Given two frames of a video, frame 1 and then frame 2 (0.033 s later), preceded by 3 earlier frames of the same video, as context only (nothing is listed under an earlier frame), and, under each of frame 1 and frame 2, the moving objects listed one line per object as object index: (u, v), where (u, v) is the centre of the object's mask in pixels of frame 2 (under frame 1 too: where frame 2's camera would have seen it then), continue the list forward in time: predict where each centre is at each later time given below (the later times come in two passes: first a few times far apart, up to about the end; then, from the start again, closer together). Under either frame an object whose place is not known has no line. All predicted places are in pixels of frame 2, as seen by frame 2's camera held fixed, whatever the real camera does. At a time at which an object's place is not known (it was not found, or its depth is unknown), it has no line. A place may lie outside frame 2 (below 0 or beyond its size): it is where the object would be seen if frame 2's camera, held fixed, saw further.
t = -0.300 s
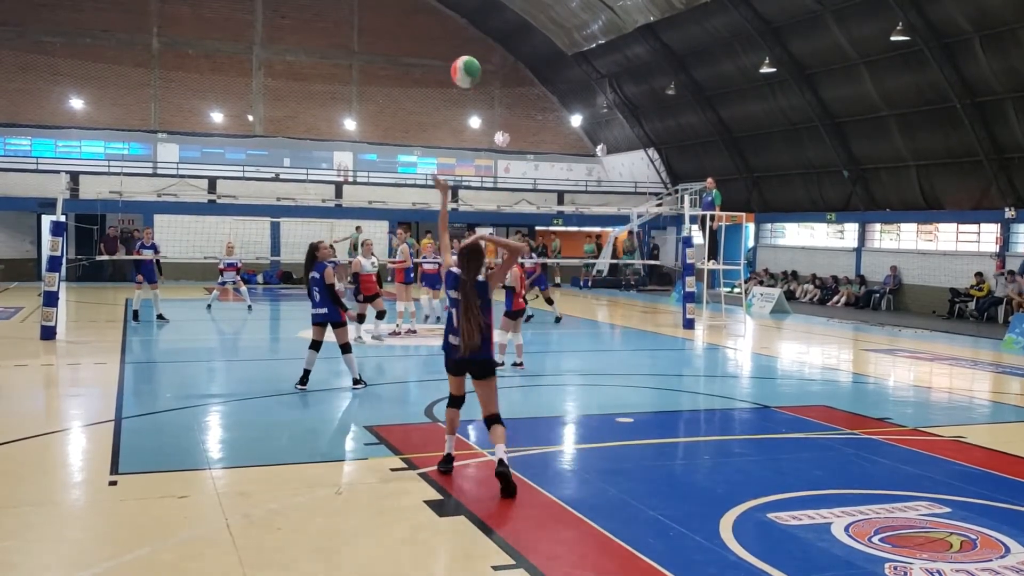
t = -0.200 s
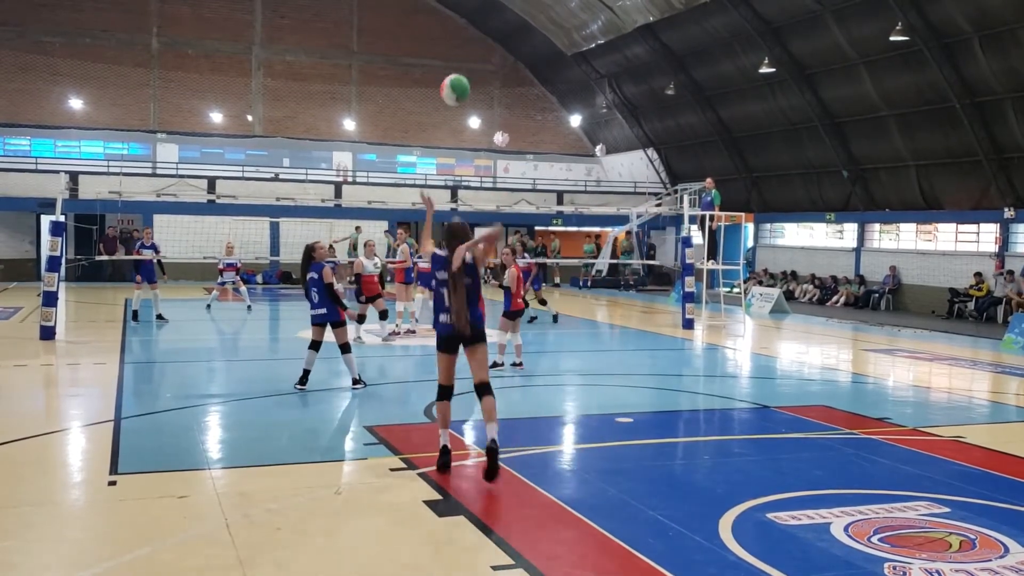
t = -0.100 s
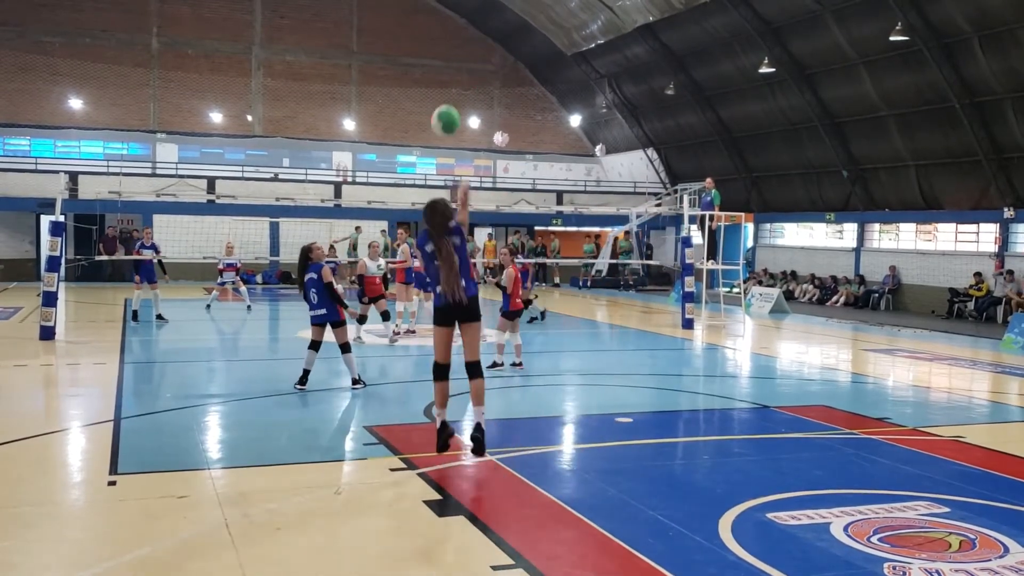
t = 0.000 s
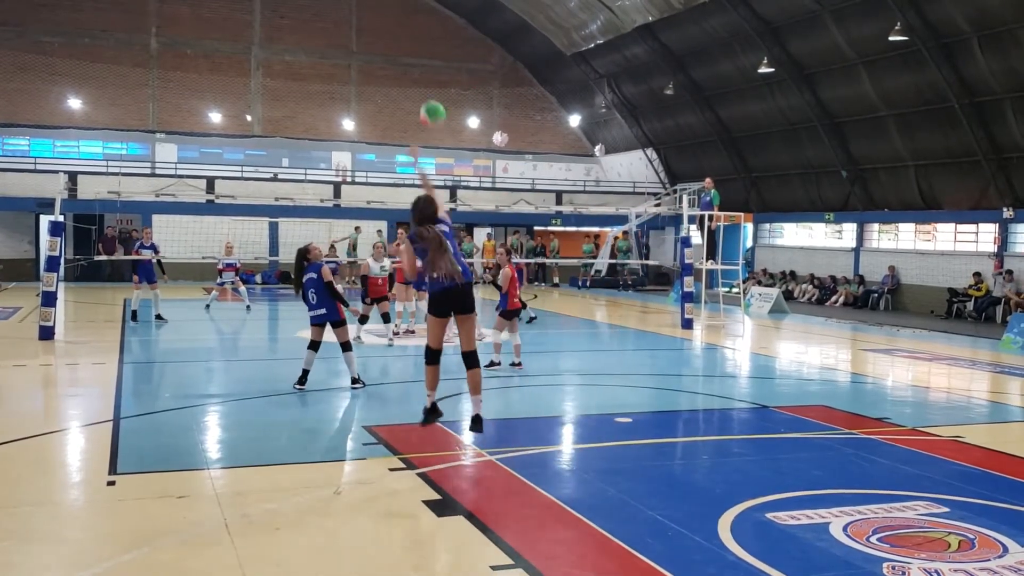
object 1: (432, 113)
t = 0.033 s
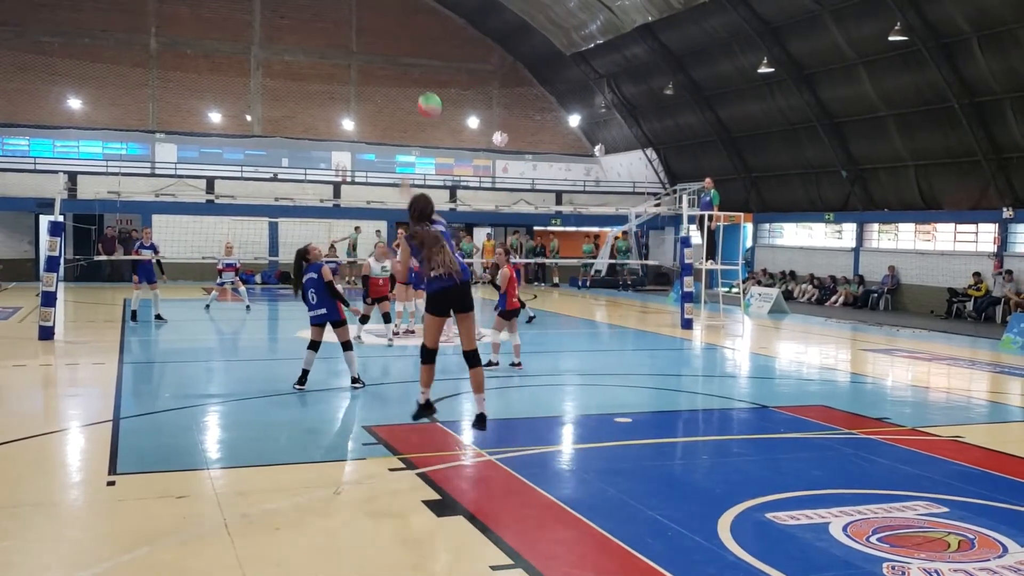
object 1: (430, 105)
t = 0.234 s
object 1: (413, 88)
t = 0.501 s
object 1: (401, 116)
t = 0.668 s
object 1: (400, 147)
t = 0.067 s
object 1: (427, 98)
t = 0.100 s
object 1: (424, 93)
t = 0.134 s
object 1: (421, 90)
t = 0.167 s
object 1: (418, 88)
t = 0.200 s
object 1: (416, 87)
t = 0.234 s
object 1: (413, 88)
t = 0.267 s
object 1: (411, 90)
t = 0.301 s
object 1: (409, 92)
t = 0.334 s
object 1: (407, 94)
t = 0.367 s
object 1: (404, 99)
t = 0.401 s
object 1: (403, 102)
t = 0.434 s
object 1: (402, 106)
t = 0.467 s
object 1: (401, 111)
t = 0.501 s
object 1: (401, 116)
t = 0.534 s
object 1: (400, 122)
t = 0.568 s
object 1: (400, 128)
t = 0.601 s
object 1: (400, 135)
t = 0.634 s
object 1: (400, 140)
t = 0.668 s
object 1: (400, 147)
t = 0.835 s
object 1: (403, 186)
